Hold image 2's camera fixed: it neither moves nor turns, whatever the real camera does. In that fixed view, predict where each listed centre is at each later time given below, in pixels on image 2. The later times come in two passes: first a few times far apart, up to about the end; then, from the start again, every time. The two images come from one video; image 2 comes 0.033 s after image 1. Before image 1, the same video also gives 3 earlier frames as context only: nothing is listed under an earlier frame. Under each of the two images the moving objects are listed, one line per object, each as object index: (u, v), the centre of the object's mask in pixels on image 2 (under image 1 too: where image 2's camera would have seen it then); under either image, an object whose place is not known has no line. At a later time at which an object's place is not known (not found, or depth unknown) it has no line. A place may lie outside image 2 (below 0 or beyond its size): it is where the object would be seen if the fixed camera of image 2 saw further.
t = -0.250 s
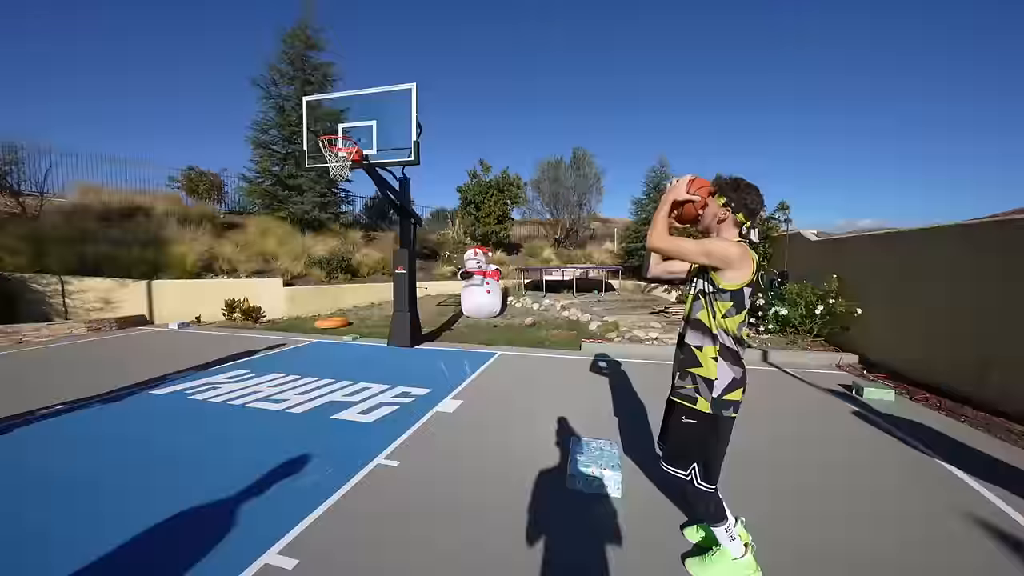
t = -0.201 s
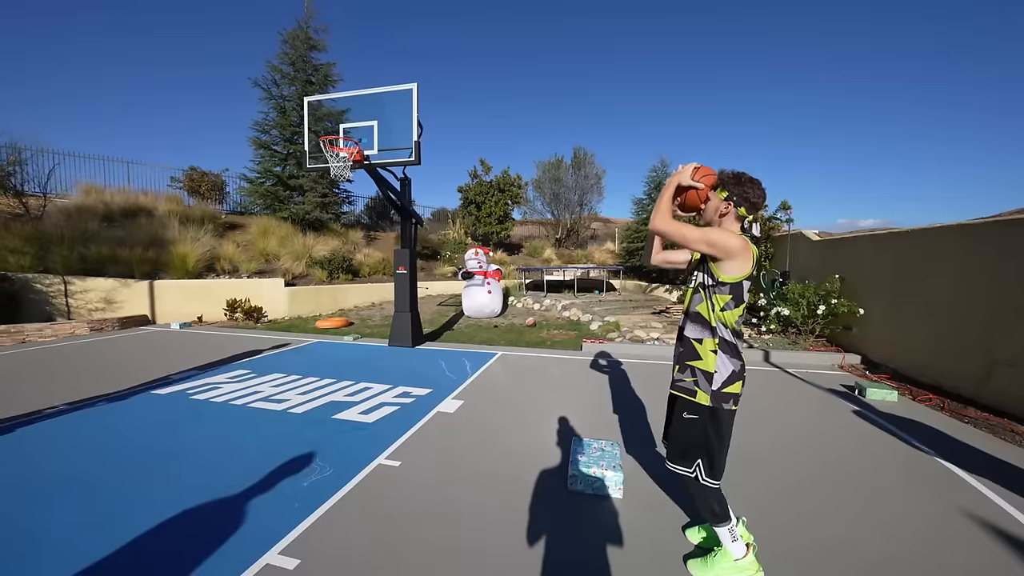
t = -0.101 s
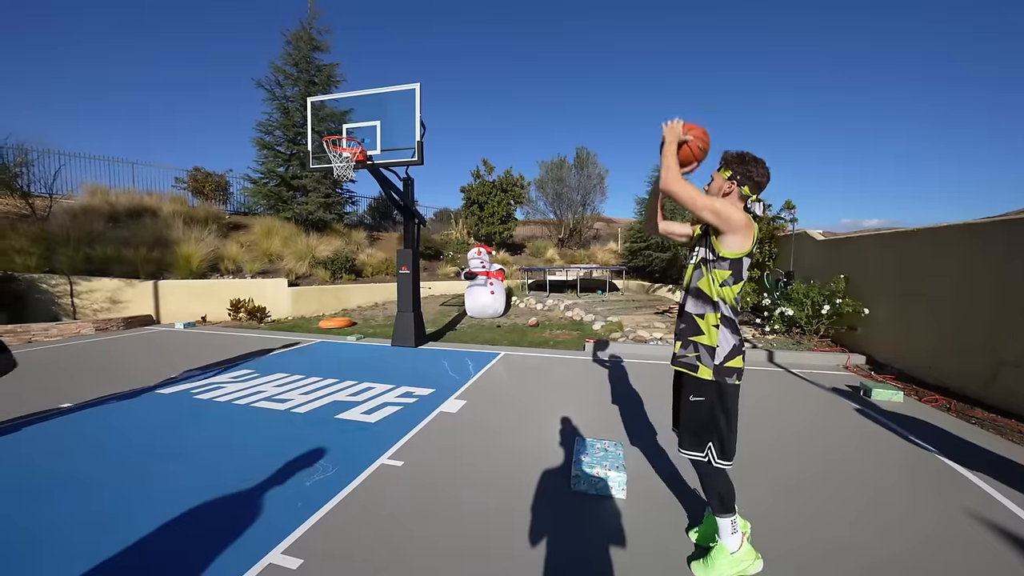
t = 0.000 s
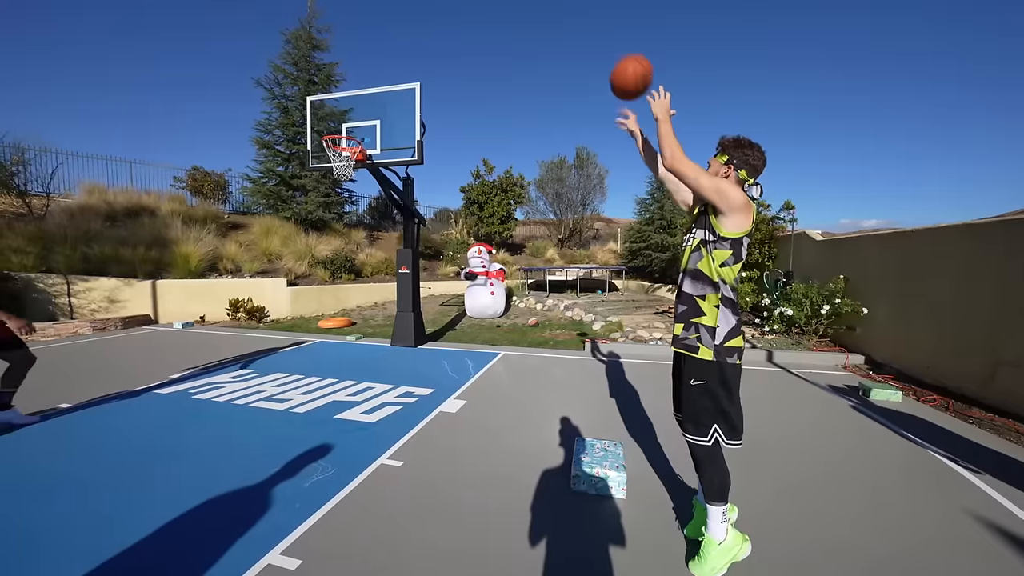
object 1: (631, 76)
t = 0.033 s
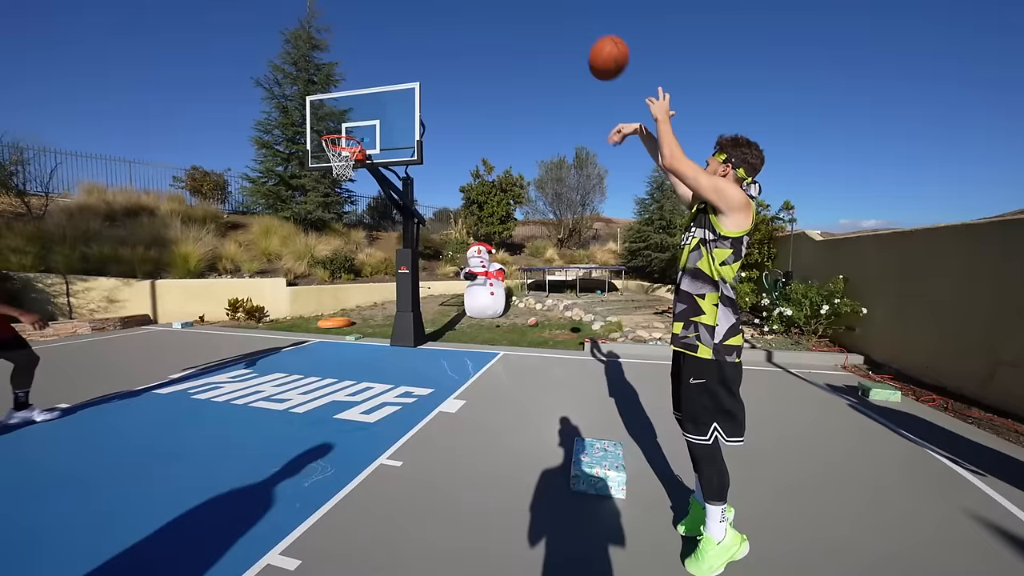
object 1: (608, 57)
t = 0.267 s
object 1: (493, 5)
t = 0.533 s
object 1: (415, 20)
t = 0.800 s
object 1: (366, 90)
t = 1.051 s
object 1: (328, 154)
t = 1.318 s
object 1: (331, 162)
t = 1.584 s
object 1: (340, 223)
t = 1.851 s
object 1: (354, 350)
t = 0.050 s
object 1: (598, 48)
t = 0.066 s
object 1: (587, 41)
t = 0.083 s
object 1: (578, 34)
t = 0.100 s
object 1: (568, 27)
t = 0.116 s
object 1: (560, 21)
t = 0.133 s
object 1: (551, 17)
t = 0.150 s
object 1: (543, 14)
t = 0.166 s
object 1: (535, 12)
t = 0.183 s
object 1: (527, 10)
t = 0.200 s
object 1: (520, 9)
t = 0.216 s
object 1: (512, 8)
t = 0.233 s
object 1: (506, 7)
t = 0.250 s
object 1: (499, 6)
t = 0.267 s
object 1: (493, 5)
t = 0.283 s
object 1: (487, 5)
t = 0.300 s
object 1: (481, 5)
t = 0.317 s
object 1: (475, 5)
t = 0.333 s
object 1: (469, 5)
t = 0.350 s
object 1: (464, 5)
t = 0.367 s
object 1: (459, 6)
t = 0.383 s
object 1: (454, 6)
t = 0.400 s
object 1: (449, 6)
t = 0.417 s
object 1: (444, 7)
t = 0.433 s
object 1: (440, 8)
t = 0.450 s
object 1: (435, 9)
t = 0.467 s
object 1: (431, 10)
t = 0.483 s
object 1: (427, 11)
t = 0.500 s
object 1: (422, 13)
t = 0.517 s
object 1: (419, 17)
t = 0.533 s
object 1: (415, 20)
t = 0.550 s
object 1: (411, 23)
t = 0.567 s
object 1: (407, 26)
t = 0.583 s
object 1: (404, 30)
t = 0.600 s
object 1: (400, 34)
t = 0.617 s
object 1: (397, 38)
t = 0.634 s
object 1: (394, 42)
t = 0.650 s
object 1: (391, 46)
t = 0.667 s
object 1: (388, 50)
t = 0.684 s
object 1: (385, 55)
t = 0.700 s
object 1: (382, 60)
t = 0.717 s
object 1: (379, 64)
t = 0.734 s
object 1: (376, 69)
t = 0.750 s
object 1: (374, 74)
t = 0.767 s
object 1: (371, 80)
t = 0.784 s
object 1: (368, 85)
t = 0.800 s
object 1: (366, 90)
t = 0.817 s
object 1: (364, 96)
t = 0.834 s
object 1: (362, 102)
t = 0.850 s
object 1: (359, 107)
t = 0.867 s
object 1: (357, 113)
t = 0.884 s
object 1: (354, 119)
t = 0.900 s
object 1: (353, 125)
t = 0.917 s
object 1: (350, 130)
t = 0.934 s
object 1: (349, 135)
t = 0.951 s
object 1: (345, 141)
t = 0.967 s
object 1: (344, 143)
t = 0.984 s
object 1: (339, 145)
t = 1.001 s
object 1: (337, 146)
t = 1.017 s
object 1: (331, 149)
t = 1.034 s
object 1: (330, 151)
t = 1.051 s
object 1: (328, 154)
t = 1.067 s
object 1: (326, 155)
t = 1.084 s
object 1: (326, 156)
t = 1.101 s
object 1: (325, 155)
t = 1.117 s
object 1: (325, 154)
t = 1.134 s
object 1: (325, 154)
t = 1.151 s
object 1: (326, 154)
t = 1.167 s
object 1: (326, 153)
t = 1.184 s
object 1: (326, 153)
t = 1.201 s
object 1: (327, 154)
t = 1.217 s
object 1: (328, 154)
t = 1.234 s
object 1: (328, 155)
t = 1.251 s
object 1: (329, 156)
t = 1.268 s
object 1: (329, 157)
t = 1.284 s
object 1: (330, 158)
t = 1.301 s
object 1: (330, 159)
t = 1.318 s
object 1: (331, 162)
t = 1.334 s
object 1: (332, 164)
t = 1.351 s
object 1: (332, 165)
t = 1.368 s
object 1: (332, 168)
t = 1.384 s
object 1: (334, 171)
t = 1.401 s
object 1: (334, 174)
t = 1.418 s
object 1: (336, 177)
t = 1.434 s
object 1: (336, 181)
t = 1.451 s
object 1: (336, 185)
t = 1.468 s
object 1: (337, 188)
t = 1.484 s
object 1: (338, 194)
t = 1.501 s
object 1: (338, 197)
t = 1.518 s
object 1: (339, 203)
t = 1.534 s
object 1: (339, 208)
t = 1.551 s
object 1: (340, 213)
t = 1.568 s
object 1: (339, 217)
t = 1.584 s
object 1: (340, 223)
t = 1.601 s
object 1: (341, 229)
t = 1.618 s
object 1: (342, 235)
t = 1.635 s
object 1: (342, 241)
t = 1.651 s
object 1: (343, 248)
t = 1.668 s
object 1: (344, 255)
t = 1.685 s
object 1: (344, 263)
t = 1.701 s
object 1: (344, 270)
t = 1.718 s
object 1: (345, 278)
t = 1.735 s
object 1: (347, 286)
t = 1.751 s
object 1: (347, 295)
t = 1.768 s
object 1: (348, 303)
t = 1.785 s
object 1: (349, 312)
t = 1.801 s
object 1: (351, 321)
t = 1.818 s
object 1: (353, 330)
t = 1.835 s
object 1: (353, 340)
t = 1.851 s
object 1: (354, 350)
